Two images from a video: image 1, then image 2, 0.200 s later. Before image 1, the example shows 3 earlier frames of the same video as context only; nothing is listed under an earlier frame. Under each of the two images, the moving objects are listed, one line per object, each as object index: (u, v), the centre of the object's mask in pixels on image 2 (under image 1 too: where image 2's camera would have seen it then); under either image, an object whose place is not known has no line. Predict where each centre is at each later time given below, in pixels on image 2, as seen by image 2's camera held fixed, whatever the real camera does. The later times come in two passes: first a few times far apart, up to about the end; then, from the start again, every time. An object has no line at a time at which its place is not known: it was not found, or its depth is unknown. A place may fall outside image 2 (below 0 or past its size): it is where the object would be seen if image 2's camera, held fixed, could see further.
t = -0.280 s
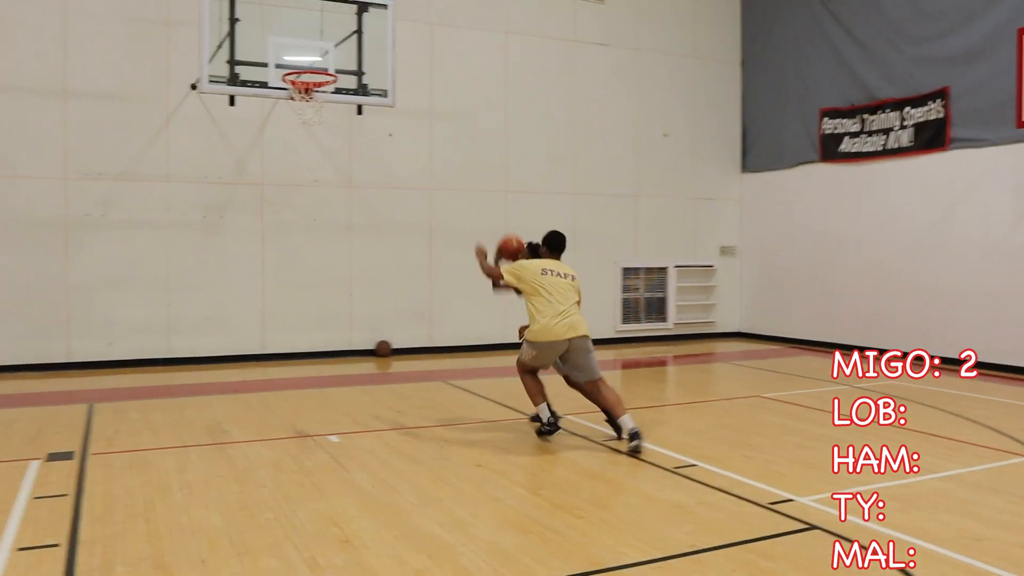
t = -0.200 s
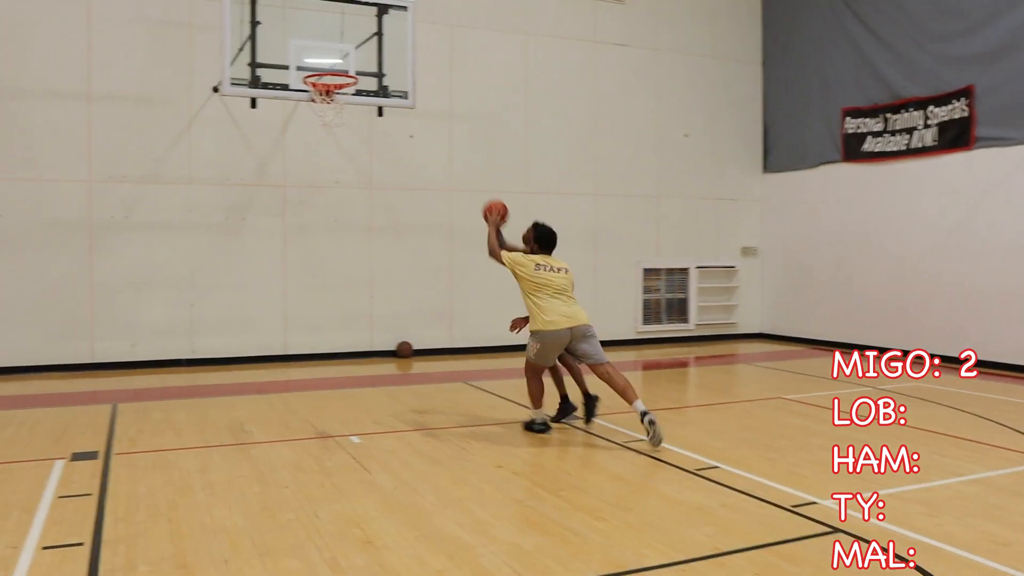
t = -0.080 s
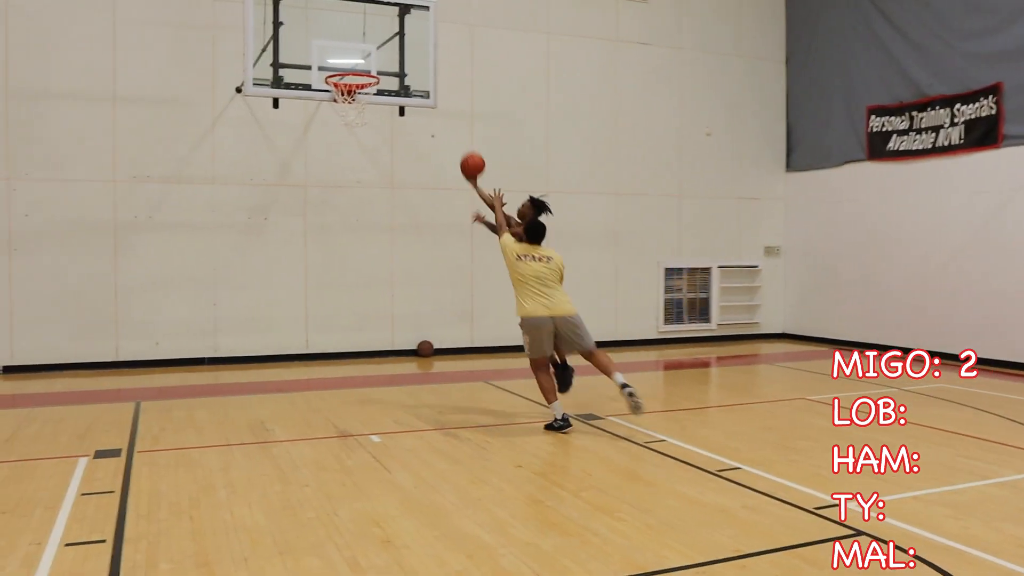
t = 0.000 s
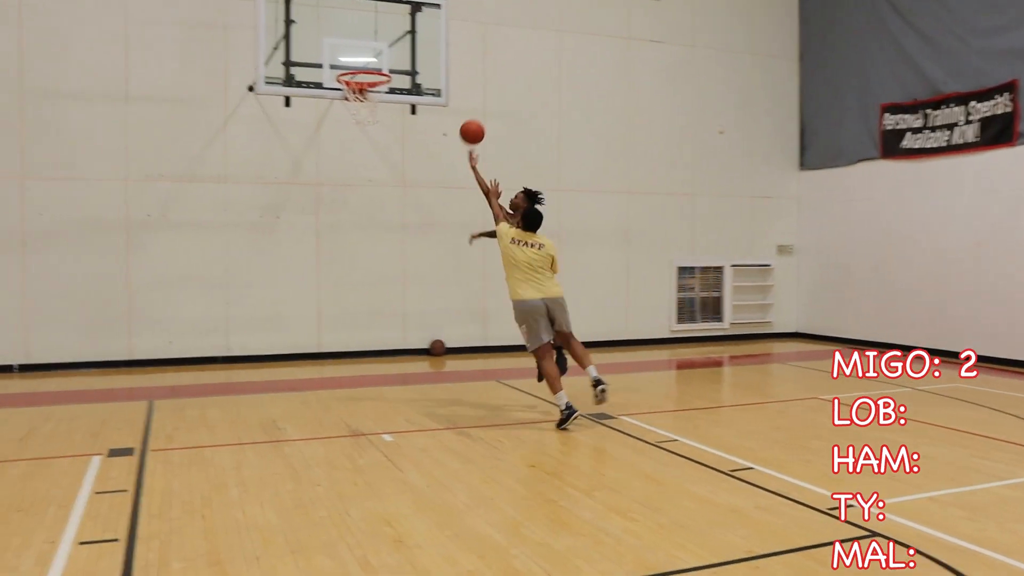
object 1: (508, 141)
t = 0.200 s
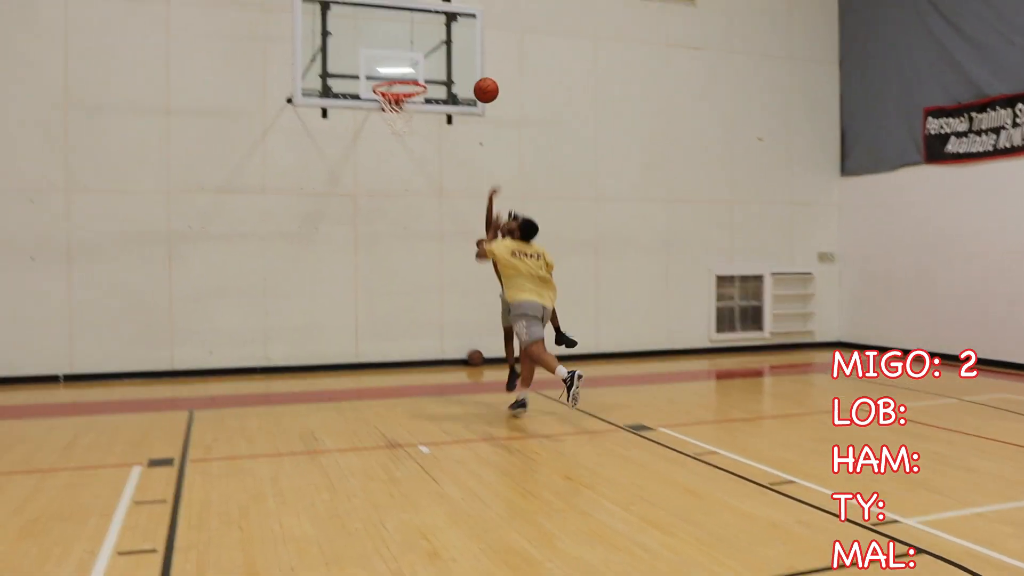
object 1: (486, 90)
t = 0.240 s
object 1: (482, 85)
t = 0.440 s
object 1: (460, 83)
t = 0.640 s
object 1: (437, 122)
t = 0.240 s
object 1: (482, 85)
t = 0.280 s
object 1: (478, 81)
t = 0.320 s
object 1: (473, 79)
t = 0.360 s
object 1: (469, 78)
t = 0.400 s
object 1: (464, 80)
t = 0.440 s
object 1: (460, 83)
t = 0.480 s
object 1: (455, 88)
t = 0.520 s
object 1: (451, 94)
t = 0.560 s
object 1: (447, 101)
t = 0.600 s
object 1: (442, 110)
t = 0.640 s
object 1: (437, 122)
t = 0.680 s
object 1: (434, 135)
